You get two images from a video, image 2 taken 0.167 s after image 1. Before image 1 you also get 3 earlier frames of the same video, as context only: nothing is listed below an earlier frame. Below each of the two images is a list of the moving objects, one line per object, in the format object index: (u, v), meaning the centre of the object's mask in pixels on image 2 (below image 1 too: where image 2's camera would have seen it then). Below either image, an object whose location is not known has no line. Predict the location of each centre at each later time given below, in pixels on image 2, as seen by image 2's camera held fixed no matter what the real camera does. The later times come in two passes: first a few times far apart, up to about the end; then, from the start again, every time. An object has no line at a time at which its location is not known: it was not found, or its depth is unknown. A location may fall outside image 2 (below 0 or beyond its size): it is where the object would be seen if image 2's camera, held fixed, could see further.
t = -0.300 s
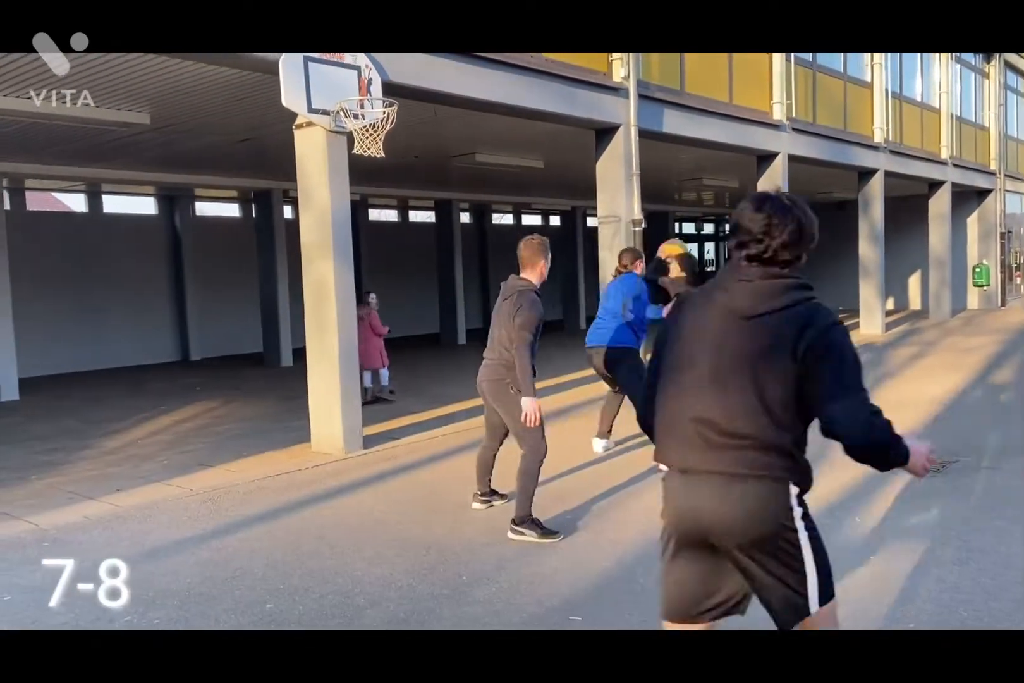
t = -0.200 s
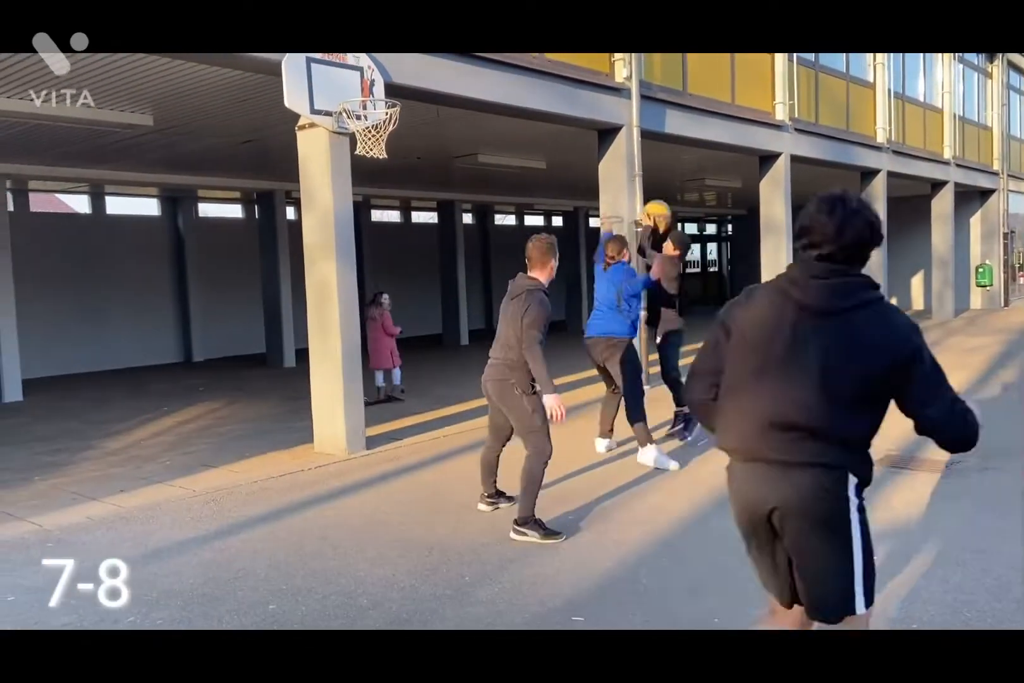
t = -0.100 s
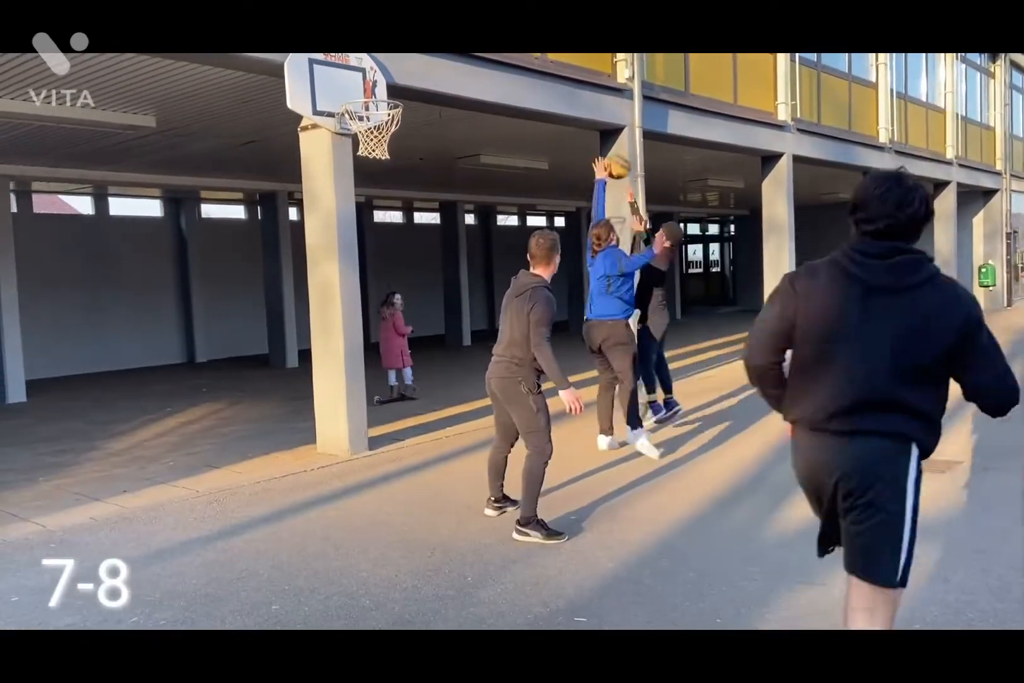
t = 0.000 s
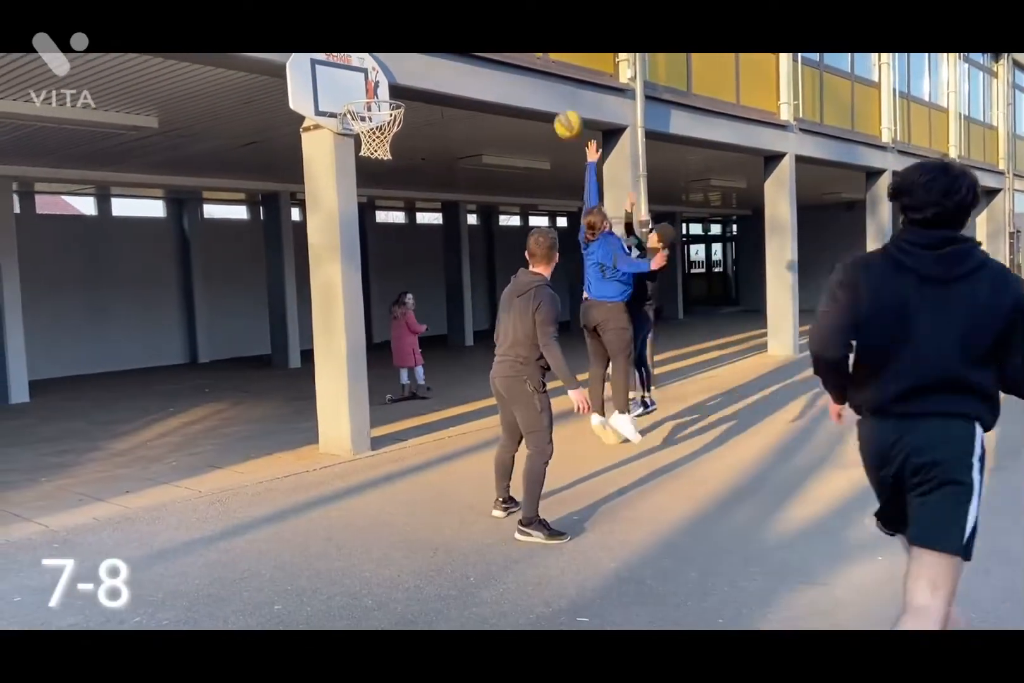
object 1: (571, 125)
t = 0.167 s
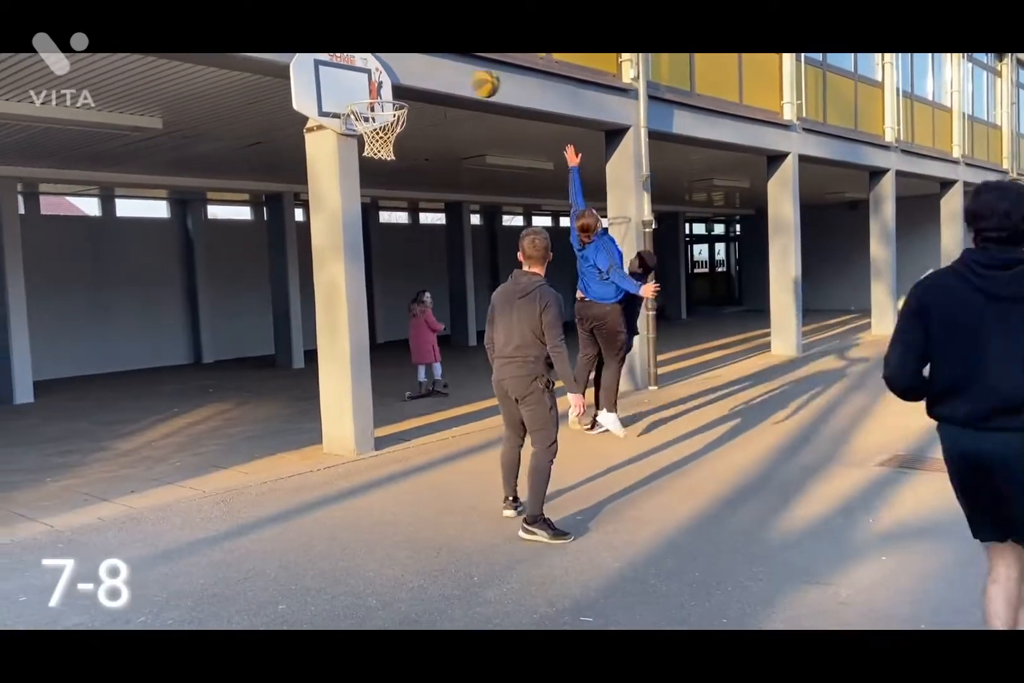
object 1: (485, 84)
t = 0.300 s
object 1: (417, 72)
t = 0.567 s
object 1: (374, 96)
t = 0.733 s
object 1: (383, 141)
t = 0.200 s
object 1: (468, 78)
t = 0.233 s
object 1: (452, 75)
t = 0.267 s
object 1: (434, 74)
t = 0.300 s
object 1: (417, 72)
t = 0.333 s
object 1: (400, 72)
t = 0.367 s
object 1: (382, 75)
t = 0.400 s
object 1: (376, 76)
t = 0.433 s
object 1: (375, 77)
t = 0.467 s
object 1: (376, 79)
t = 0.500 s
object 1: (375, 84)
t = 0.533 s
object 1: (374, 88)
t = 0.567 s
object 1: (374, 96)
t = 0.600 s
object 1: (371, 105)
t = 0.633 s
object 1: (373, 116)
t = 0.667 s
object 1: (374, 124)
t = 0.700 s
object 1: (376, 133)
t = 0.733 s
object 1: (383, 141)
